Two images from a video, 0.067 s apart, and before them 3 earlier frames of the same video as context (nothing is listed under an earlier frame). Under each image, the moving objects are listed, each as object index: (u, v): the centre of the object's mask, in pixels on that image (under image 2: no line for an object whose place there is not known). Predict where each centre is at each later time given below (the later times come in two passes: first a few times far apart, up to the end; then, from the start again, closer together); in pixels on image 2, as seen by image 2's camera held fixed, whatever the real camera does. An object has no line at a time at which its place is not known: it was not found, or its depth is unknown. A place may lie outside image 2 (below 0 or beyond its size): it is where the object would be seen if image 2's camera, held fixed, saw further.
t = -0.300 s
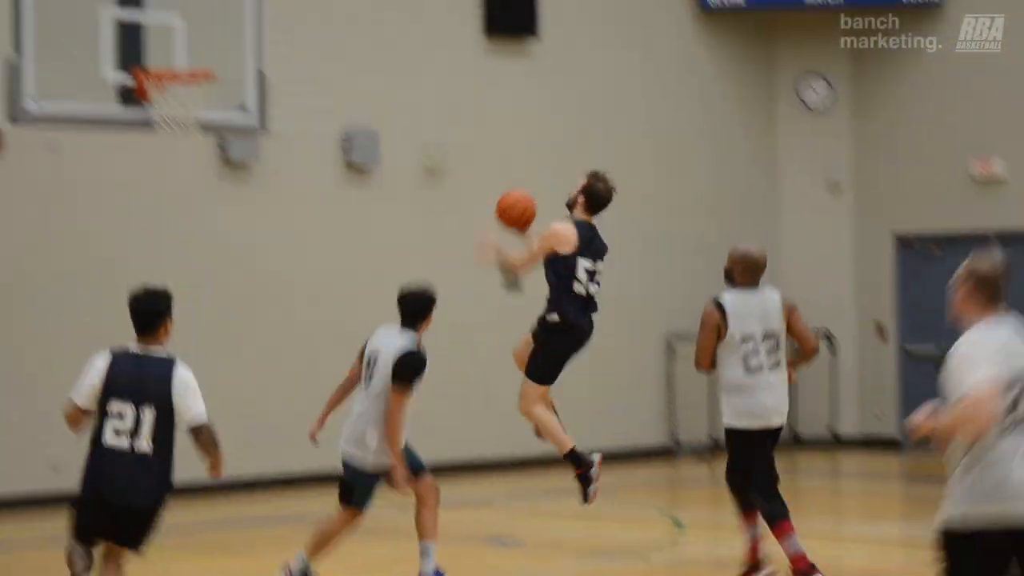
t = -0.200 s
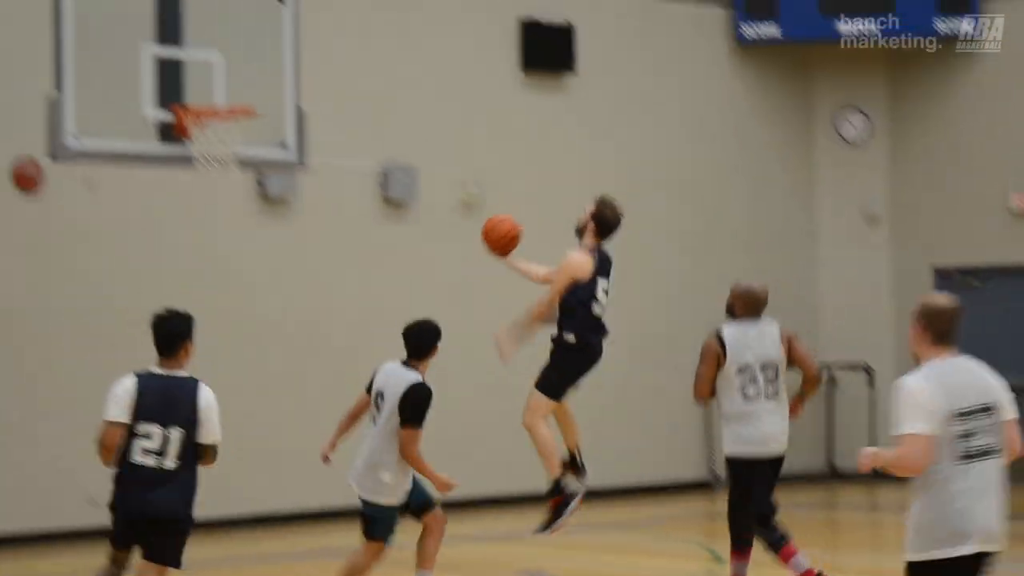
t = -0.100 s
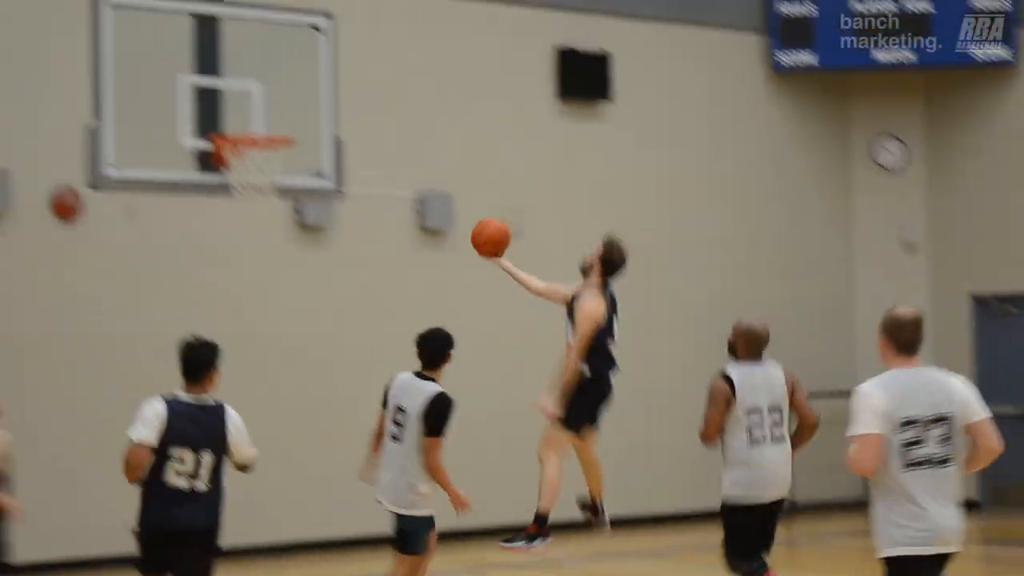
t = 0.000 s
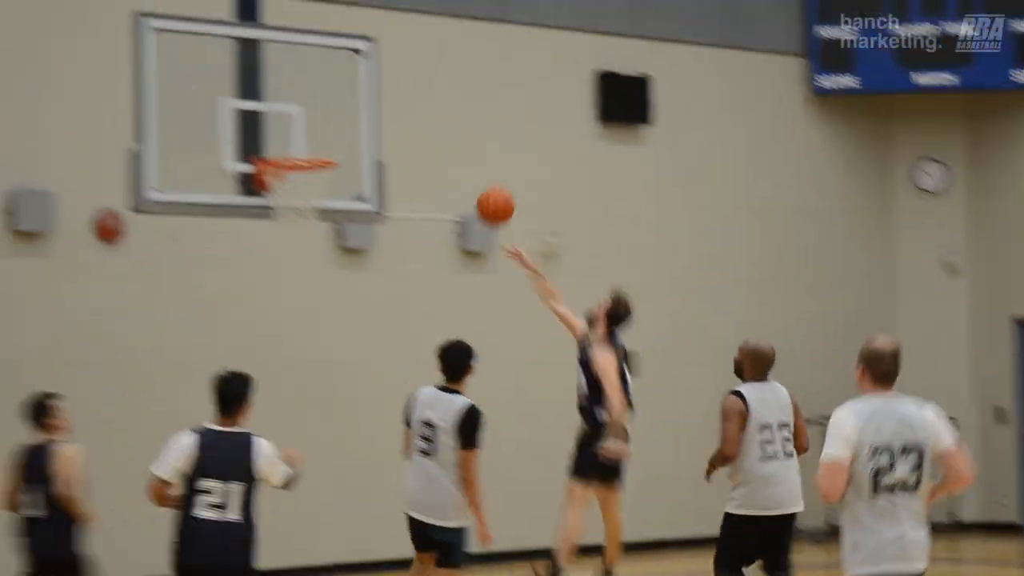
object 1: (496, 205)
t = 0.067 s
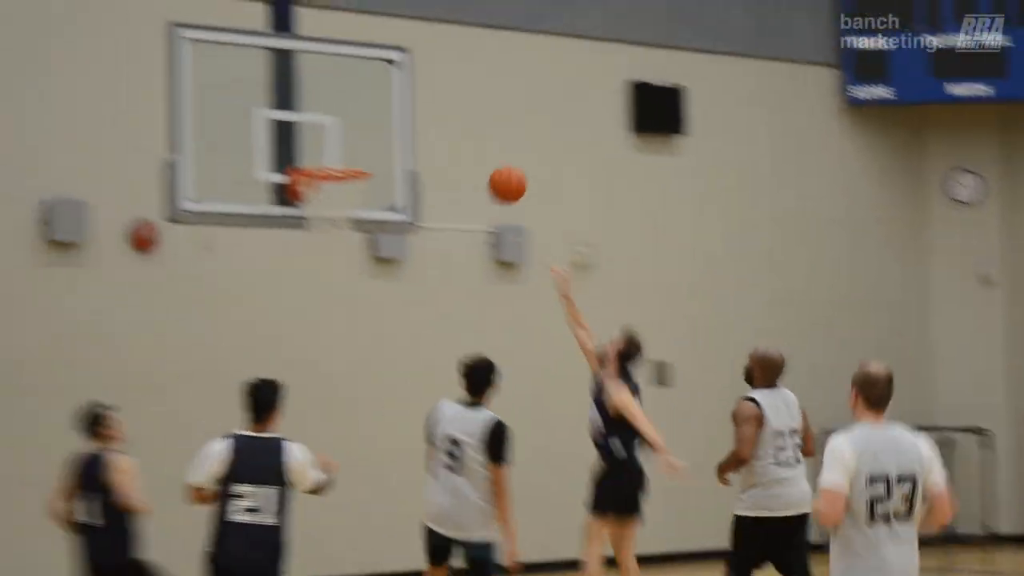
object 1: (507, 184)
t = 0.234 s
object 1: (456, 134)
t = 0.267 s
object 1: (446, 130)
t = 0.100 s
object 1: (497, 170)
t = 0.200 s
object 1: (467, 141)
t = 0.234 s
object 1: (456, 134)
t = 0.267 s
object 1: (446, 130)
